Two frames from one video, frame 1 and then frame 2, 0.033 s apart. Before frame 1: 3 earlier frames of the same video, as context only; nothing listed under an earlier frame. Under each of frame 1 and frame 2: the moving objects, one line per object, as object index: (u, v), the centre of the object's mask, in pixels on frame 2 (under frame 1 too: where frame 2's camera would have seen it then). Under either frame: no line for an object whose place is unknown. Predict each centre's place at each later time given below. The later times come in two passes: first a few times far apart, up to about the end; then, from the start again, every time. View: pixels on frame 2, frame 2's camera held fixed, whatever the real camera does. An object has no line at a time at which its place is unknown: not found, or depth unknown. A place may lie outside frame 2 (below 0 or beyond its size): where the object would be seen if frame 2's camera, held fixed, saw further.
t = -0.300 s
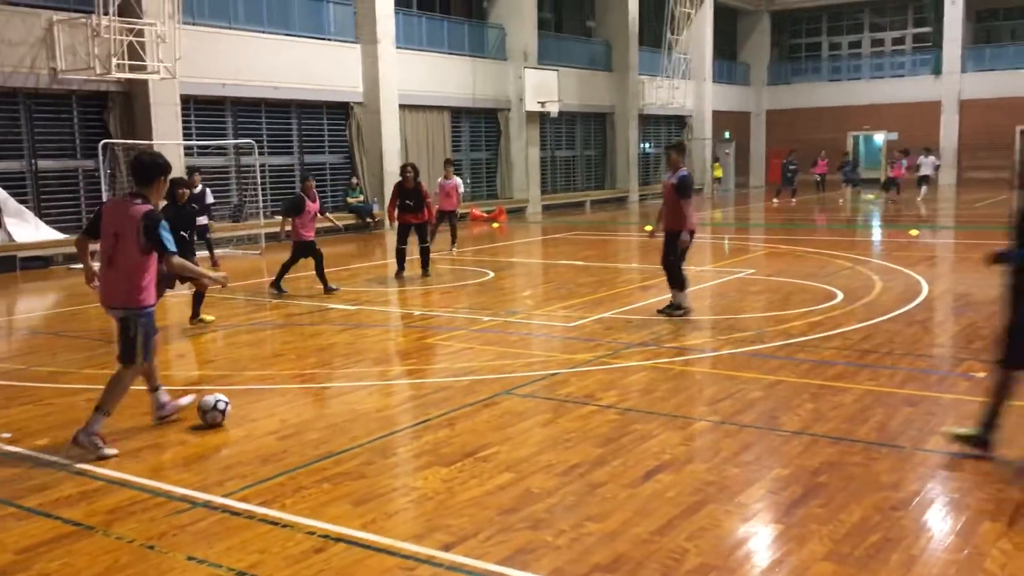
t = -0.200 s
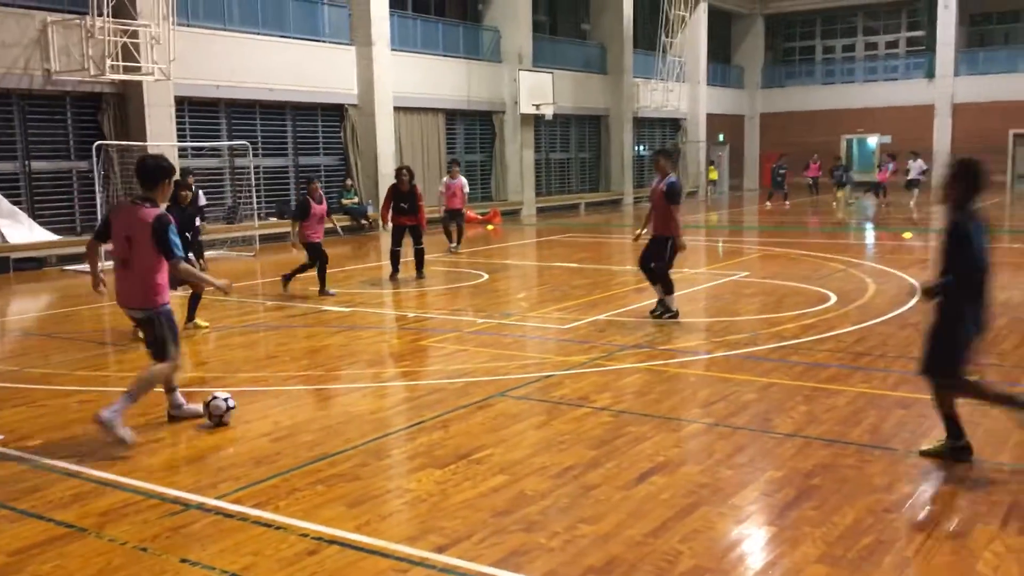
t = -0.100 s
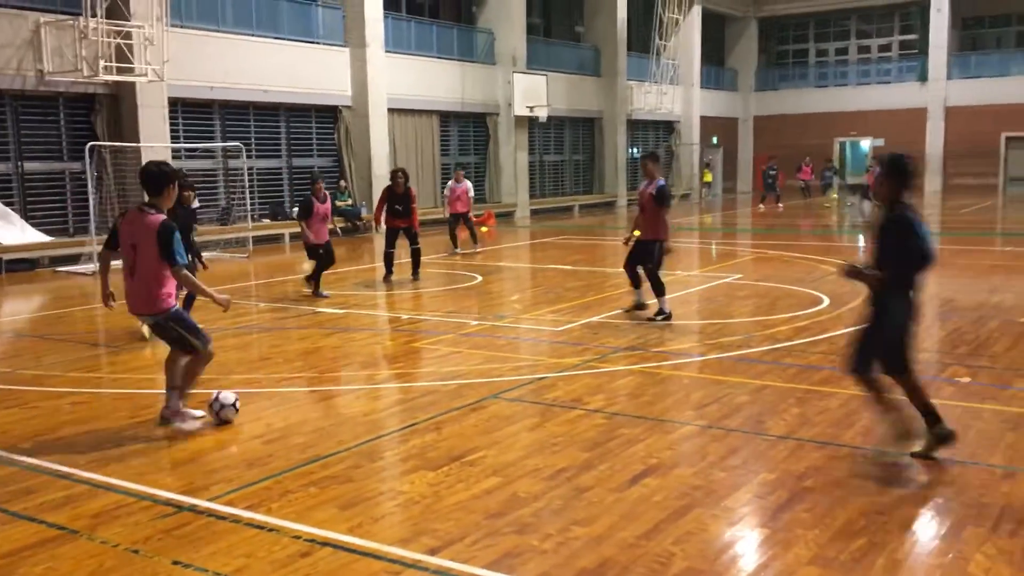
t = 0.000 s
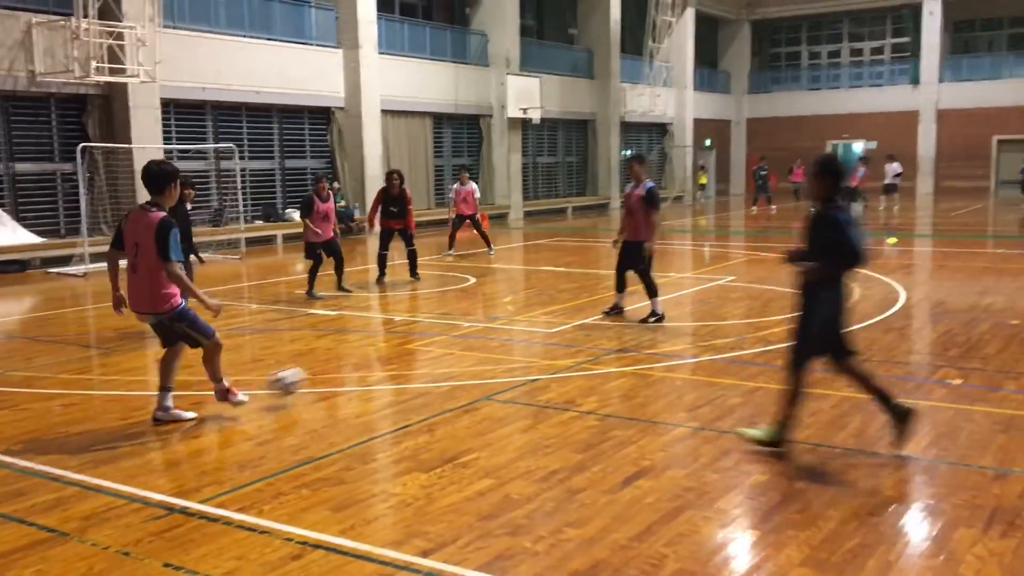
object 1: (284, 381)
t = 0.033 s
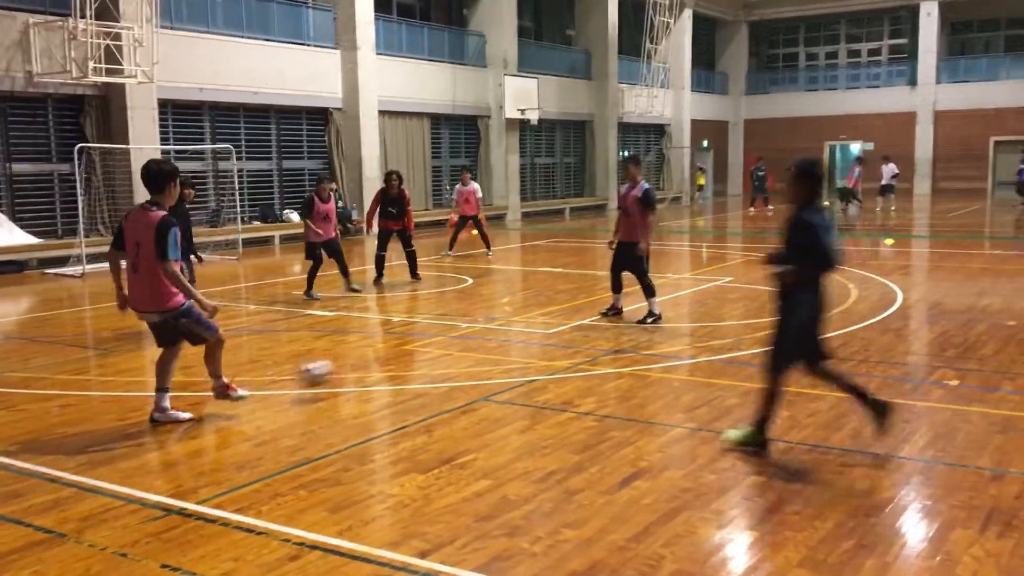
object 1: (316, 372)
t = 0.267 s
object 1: (476, 342)
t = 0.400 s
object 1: (536, 329)
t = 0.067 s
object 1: (344, 365)
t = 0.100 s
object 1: (372, 361)
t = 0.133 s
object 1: (398, 358)
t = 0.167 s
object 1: (421, 359)
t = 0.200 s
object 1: (442, 354)
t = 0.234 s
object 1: (461, 346)
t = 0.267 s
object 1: (476, 342)
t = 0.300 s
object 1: (493, 339)
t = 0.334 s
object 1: (509, 338)
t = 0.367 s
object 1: (524, 333)
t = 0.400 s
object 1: (536, 329)
